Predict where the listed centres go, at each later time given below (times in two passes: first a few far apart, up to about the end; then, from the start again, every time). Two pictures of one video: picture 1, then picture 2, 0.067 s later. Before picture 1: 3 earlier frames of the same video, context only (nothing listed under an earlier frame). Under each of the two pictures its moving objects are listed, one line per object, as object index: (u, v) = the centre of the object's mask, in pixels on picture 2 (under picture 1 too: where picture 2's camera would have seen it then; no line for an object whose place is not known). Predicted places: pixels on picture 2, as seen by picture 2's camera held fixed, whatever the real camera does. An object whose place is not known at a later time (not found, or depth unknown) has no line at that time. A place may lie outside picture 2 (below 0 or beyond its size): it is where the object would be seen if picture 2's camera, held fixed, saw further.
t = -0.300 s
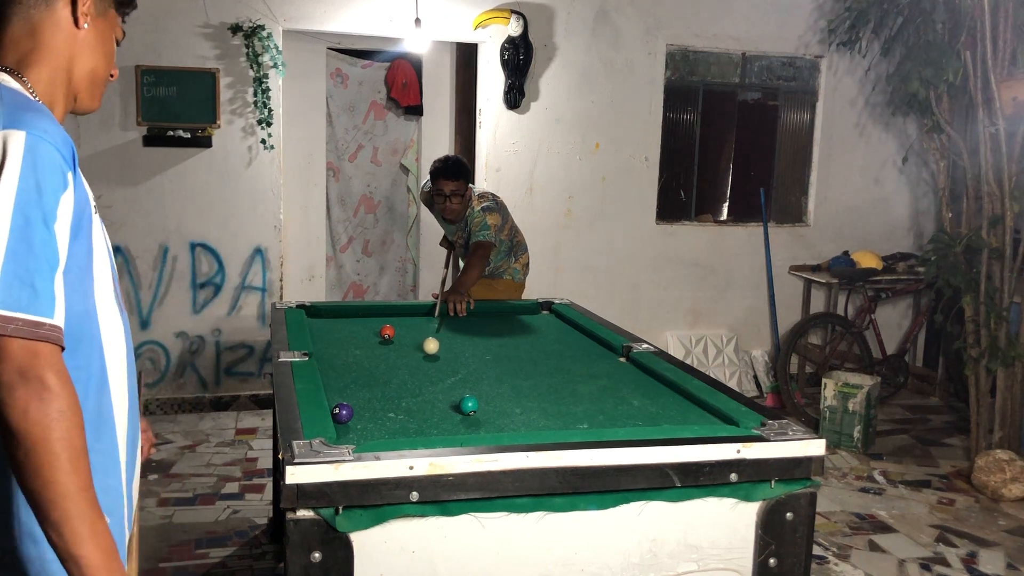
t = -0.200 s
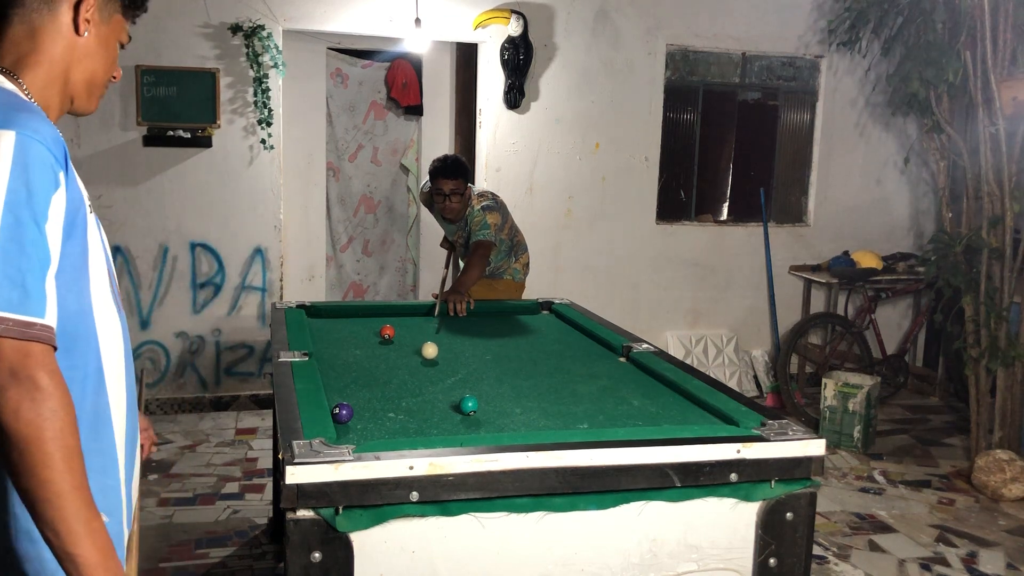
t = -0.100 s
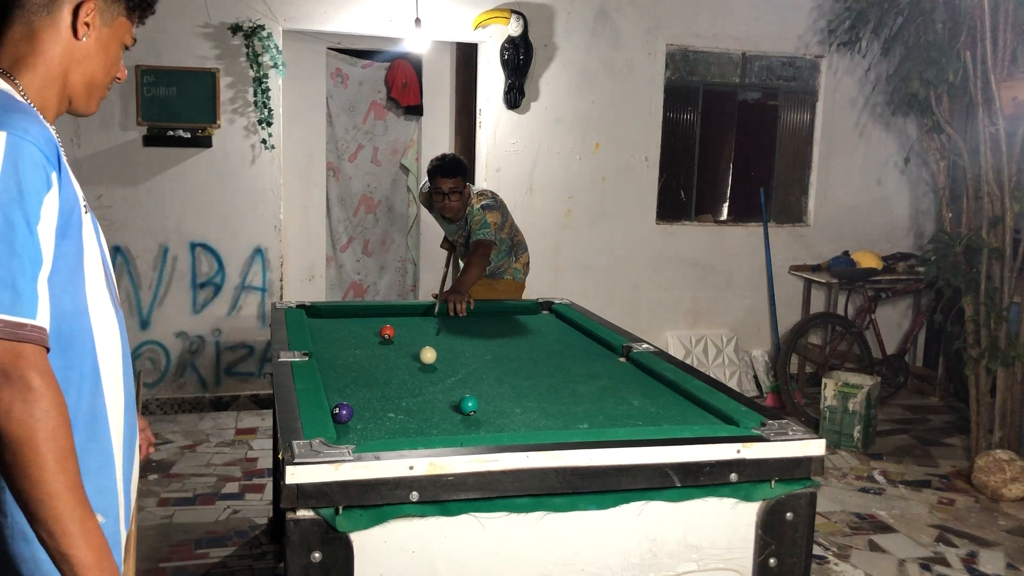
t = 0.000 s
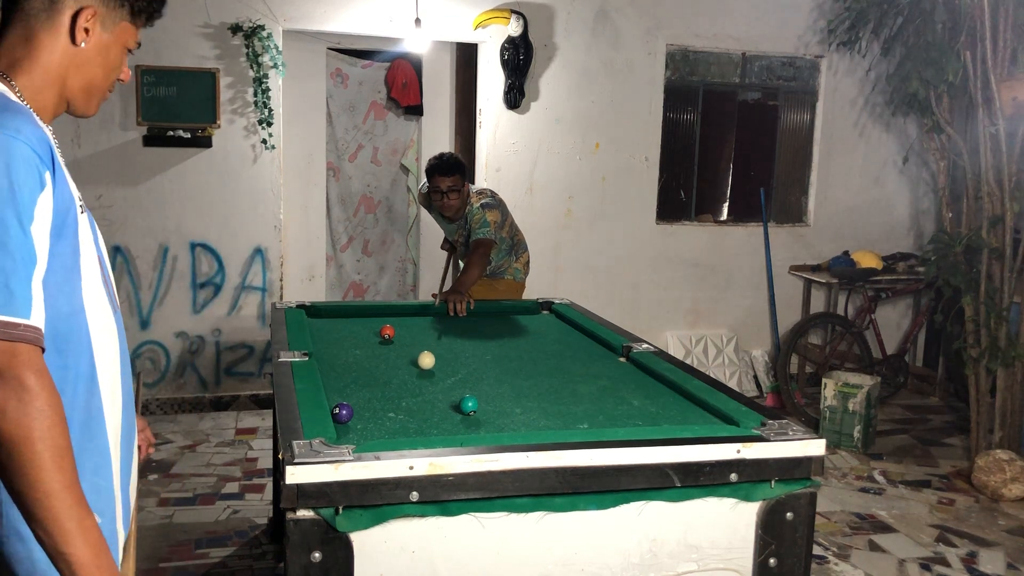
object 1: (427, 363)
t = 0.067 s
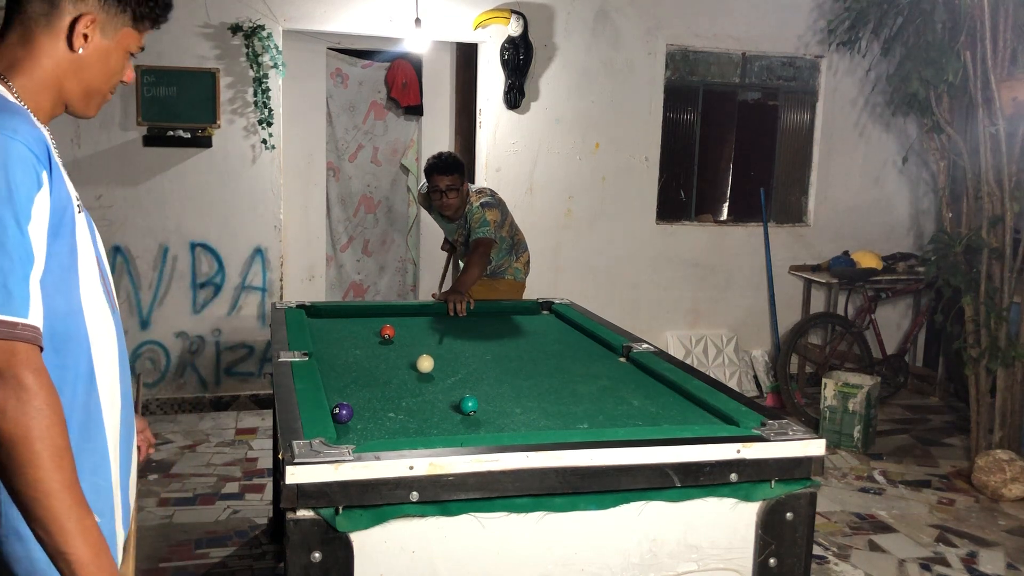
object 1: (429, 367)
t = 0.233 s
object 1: (422, 376)
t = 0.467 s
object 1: (417, 386)
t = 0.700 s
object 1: (410, 400)
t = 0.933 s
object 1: (404, 415)
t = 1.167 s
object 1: (396, 430)
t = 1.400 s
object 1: (383, 433)
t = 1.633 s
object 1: (368, 429)
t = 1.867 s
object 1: (353, 421)
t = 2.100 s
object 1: (346, 417)
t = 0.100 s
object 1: (429, 371)
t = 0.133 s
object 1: (428, 371)
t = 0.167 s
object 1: (424, 369)
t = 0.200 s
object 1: (423, 370)
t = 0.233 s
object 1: (422, 376)
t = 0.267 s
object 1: (423, 376)
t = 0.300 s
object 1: (421, 377)
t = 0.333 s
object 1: (420, 380)
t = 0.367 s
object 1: (419, 380)
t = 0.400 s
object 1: (418, 382)
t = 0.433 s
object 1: (418, 386)
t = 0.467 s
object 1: (417, 386)
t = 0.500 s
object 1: (416, 388)
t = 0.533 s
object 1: (415, 390)
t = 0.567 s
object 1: (415, 392)
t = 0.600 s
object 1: (414, 394)
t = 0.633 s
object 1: (413, 396)
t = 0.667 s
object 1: (410, 399)
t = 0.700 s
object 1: (410, 400)
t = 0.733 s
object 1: (410, 402)
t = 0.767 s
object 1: (409, 404)
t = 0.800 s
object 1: (408, 407)
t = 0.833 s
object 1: (407, 409)
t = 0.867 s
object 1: (406, 411)
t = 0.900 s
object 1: (404, 413)
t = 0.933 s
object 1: (404, 415)
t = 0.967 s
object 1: (402, 418)
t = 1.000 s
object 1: (402, 420)
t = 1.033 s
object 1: (400, 422)
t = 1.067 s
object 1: (399, 425)
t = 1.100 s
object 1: (398, 427)
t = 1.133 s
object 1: (397, 429)
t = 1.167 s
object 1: (396, 430)
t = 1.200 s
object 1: (394, 431)
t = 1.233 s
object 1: (393, 433)
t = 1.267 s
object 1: (392, 434)
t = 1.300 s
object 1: (390, 434)
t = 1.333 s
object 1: (388, 434)
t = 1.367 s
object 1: (385, 433)
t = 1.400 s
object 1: (383, 433)
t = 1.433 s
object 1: (381, 432)
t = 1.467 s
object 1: (379, 432)
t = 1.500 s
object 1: (376, 431)
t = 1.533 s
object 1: (375, 431)
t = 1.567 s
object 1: (372, 430)
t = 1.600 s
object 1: (370, 429)
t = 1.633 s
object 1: (368, 429)
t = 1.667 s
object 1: (366, 428)
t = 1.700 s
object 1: (363, 426)
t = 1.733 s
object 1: (361, 425)
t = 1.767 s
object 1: (360, 424)
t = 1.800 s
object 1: (358, 423)
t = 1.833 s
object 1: (356, 422)
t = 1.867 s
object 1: (353, 421)
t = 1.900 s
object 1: (352, 420)
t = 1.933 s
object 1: (350, 419)
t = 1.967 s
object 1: (348, 418)
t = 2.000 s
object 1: (347, 418)
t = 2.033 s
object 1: (347, 418)
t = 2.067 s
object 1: (346, 417)
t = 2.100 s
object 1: (346, 417)
